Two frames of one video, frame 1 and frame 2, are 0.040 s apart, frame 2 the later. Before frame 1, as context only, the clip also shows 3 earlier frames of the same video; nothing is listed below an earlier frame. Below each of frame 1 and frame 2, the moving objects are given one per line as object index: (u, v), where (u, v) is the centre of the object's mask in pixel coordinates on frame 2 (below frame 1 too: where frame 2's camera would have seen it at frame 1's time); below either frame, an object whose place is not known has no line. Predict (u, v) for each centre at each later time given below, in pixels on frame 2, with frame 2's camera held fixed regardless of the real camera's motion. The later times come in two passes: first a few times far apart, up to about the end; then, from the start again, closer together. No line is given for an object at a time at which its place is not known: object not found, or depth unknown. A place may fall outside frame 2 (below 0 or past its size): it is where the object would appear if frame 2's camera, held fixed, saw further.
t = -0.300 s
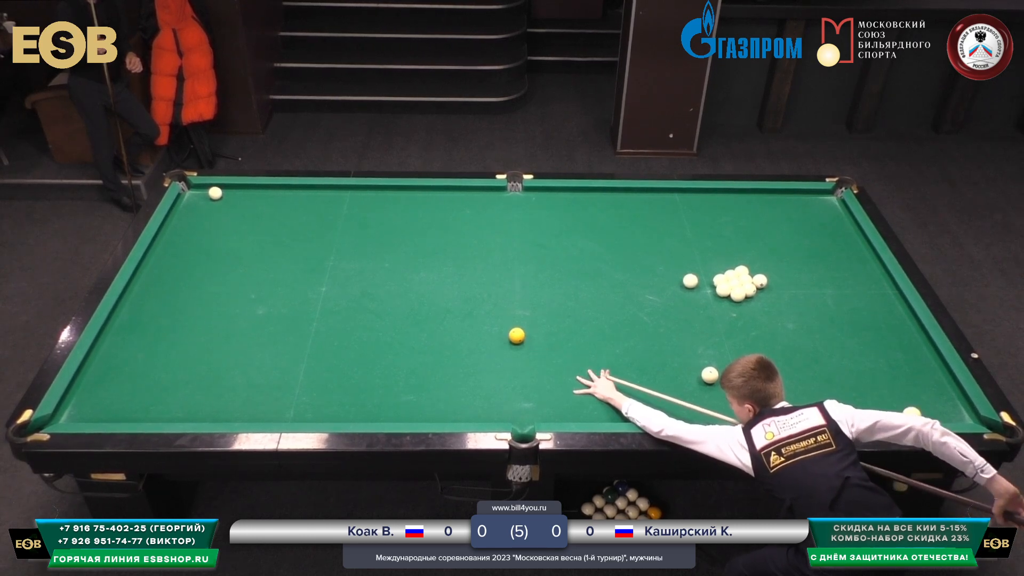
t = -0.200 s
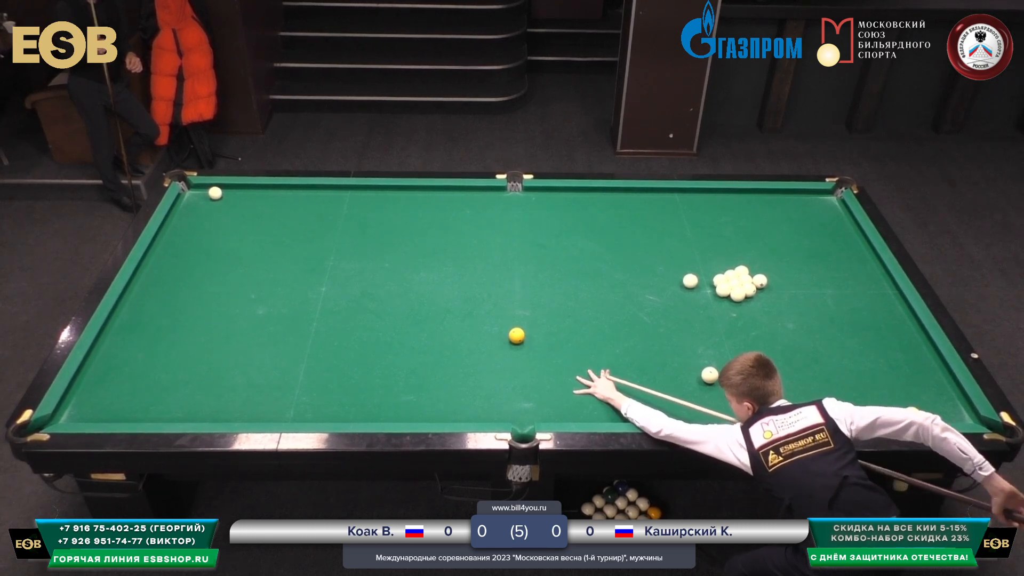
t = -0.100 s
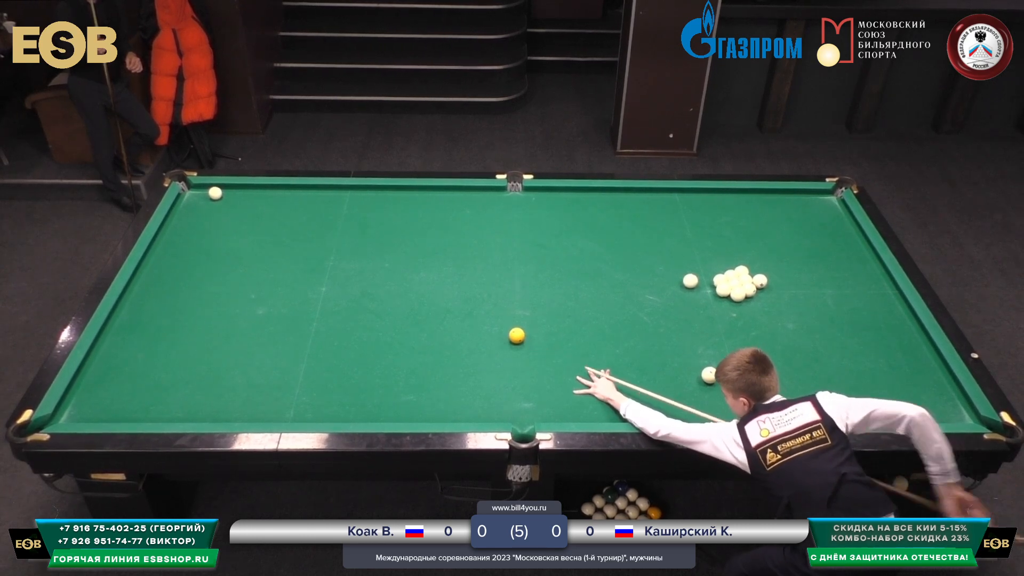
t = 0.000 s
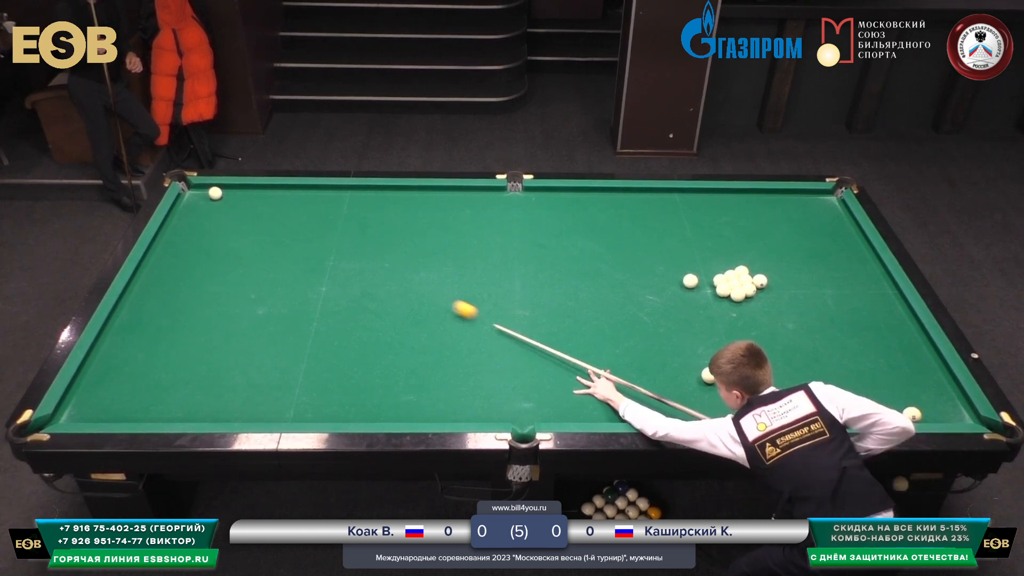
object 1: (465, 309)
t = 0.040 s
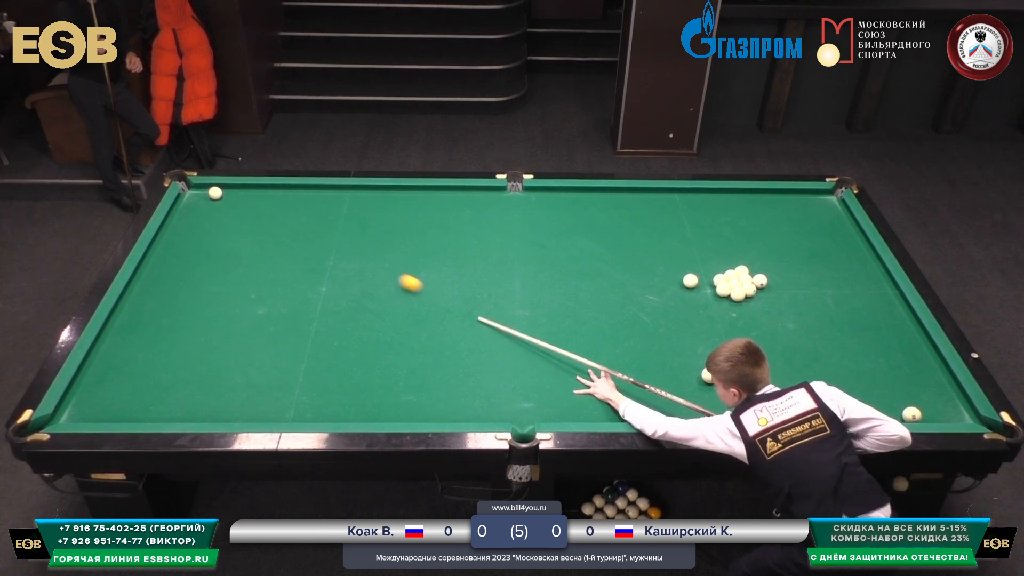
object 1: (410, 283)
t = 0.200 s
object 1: (232, 198)
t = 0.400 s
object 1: (255, 214)
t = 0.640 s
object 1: (285, 255)
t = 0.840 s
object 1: (306, 286)
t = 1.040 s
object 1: (330, 320)
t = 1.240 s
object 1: (355, 358)
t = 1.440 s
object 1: (384, 399)
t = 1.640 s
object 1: (409, 403)
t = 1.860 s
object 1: (429, 379)
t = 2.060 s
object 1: (446, 361)
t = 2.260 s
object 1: (461, 343)
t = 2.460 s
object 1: (476, 327)
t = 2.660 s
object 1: (490, 312)
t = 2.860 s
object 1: (502, 298)
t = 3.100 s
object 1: (516, 283)
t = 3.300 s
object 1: (527, 271)
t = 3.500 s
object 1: (537, 259)
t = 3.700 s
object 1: (546, 249)
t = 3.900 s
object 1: (555, 239)
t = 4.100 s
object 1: (563, 230)
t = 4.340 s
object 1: (572, 219)
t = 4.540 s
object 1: (579, 211)
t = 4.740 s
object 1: (586, 204)
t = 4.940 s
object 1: (592, 196)
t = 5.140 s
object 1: (598, 191)
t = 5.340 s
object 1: (603, 195)
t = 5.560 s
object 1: (608, 198)
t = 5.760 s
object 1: (612, 201)
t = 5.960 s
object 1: (616, 204)
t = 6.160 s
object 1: (619, 207)
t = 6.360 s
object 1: (623, 209)
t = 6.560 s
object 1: (625, 211)
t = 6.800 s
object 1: (628, 213)
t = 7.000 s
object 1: (629, 215)
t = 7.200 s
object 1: (630, 216)
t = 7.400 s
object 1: (632, 217)
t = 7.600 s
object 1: (632, 218)
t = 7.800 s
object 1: (633, 218)
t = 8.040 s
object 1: (632, 218)
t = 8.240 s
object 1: (632, 218)
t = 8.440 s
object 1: (632, 218)
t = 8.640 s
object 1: (632, 218)
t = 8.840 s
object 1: (632, 218)
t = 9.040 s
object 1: (632, 218)
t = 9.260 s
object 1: (632, 218)
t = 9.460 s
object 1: (632, 217)
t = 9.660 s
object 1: (632, 218)
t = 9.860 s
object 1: (632, 218)
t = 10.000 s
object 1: (632, 218)
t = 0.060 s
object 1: (385, 271)
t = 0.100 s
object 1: (337, 248)
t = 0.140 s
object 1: (293, 227)
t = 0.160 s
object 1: (272, 217)
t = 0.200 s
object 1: (232, 198)
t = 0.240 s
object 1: (232, 187)
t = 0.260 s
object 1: (236, 187)
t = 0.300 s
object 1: (242, 196)
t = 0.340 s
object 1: (247, 203)
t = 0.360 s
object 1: (250, 207)
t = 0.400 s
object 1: (255, 214)
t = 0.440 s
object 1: (261, 221)
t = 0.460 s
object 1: (263, 225)
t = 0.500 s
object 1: (268, 232)
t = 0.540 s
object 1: (273, 239)
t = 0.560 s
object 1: (276, 242)
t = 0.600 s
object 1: (280, 249)
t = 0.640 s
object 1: (285, 255)
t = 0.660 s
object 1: (287, 258)
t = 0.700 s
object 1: (291, 264)
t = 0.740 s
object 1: (295, 270)
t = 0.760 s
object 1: (297, 274)
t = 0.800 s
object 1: (301, 280)
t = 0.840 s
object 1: (306, 286)
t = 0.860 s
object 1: (308, 290)
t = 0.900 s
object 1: (313, 296)
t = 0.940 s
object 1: (317, 303)
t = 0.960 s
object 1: (320, 306)
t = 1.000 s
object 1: (325, 313)
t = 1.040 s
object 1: (330, 320)
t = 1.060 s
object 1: (332, 324)
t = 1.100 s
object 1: (337, 331)
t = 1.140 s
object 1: (342, 339)
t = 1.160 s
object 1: (345, 343)
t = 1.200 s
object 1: (350, 350)
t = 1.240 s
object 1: (355, 358)
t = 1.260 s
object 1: (358, 362)
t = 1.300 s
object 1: (364, 370)
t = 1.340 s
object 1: (369, 378)
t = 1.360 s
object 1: (372, 382)
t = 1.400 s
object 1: (378, 391)
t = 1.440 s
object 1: (384, 399)
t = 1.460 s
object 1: (387, 403)
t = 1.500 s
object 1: (393, 412)
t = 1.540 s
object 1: (399, 416)
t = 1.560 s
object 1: (401, 414)
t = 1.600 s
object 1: (405, 408)
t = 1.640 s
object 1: (409, 403)
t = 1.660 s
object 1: (411, 400)
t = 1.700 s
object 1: (414, 396)
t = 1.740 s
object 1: (418, 391)
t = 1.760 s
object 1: (420, 390)
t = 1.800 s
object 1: (423, 385)
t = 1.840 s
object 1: (427, 381)
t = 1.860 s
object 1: (429, 379)
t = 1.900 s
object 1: (432, 376)
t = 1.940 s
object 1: (436, 372)
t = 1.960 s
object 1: (437, 370)
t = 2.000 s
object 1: (441, 366)
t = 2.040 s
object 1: (444, 362)
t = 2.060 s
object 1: (446, 361)
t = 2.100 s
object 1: (449, 357)
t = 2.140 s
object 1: (452, 354)
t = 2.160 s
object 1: (454, 352)
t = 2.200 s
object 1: (457, 348)
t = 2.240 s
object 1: (460, 345)
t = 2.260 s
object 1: (461, 343)
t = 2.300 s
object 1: (464, 340)
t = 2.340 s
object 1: (467, 337)
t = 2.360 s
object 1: (469, 335)
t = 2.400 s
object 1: (472, 332)
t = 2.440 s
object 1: (475, 329)
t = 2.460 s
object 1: (476, 327)
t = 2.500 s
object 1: (479, 324)
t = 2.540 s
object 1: (482, 321)
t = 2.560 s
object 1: (483, 319)
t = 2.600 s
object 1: (486, 316)
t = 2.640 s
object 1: (488, 313)
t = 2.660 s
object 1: (490, 312)
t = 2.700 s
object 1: (492, 309)
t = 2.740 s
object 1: (495, 307)
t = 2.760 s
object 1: (496, 305)
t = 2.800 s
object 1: (498, 303)
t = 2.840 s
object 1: (501, 300)
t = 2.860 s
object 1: (502, 298)
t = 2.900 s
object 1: (504, 296)
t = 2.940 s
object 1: (507, 293)
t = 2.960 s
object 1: (508, 292)
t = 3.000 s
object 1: (510, 289)
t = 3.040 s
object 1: (512, 286)
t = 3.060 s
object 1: (514, 285)
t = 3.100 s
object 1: (516, 283)
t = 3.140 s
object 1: (518, 280)
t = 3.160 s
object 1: (519, 279)
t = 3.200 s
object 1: (522, 276)
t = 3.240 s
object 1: (524, 274)
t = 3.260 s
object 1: (525, 273)
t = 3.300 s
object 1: (527, 271)
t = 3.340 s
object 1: (529, 268)
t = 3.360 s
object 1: (530, 267)
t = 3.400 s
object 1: (532, 265)
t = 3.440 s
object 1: (534, 263)
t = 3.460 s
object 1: (535, 261)
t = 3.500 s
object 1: (537, 259)
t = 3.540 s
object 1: (539, 257)
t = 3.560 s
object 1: (539, 256)
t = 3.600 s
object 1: (541, 254)
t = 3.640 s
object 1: (543, 252)
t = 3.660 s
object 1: (544, 251)
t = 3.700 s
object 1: (546, 249)
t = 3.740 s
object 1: (548, 247)
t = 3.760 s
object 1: (549, 246)
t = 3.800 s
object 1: (550, 244)
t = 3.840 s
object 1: (552, 241)
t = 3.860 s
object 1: (553, 241)
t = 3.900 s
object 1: (555, 239)
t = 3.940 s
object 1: (557, 237)
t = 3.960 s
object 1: (558, 236)
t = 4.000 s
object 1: (559, 234)
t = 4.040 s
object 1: (561, 232)
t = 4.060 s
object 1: (561, 231)
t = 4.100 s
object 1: (563, 230)
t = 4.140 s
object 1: (565, 228)
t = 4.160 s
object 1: (565, 227)
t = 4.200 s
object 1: (567, 225)
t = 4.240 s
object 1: (568, 224)
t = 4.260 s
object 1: (569, 223)
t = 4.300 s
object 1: (571, 221)
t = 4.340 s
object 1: (572, 219)
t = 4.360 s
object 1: (573, 218)
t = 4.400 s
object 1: (574, 217)
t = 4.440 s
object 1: (576, 215)
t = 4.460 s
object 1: (577, 214)
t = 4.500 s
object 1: (578, 213)
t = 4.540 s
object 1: (579, 211)
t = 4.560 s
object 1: (580, 210)
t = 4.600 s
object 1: (581, 209)
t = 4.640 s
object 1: (583, 208)
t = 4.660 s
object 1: (583, 207)
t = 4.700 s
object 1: (585, 205)
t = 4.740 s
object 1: (586, 204)
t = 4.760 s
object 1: (586, 203)
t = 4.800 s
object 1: (588, 202)
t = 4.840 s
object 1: (589, 200)
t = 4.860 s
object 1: (590, 199)
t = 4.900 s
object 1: (591, 198)
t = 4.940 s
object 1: (592, 196)
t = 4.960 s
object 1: (593, 196)
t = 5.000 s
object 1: (594, 195)
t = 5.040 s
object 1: (595, 193)
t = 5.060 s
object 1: (596, 192)
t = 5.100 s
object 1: (597, 191)
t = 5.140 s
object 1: (598, 191)
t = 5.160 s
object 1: (599, 192)
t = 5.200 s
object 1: (599, 192)
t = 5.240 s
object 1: (600, 193)
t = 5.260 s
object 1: (601, 193)
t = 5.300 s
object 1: (602, 194)
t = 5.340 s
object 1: (603, 195)
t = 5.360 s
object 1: (603, 195)
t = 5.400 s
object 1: (604, 196)
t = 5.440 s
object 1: (605, 196)
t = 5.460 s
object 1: (606, 196)
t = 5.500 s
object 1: (607, 197)
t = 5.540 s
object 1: (608, 198)
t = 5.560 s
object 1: (608, 198)
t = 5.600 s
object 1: (609, 199)
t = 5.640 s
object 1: (610, 199)
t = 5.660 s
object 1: (610, 200)
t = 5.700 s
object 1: (611, 200)
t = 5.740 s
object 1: (612, 201)
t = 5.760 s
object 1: (612, 201)
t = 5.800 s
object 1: (613, 202)
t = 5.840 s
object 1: (614, 202)
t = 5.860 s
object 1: (615, 203)
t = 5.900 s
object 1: (615, 203)
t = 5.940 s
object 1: (616, 204)
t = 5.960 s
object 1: (616, 204)
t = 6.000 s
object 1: (617, 205)
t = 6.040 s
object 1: (617, 205)
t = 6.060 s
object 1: (618, 205)
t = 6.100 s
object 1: (618, 206)
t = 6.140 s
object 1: (619, 206)
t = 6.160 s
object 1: (619, 207)
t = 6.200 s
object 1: (620, 207)
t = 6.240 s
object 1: (621, 207)
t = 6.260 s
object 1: (621, 208)
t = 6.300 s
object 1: (622, 208)
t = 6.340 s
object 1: (623, 209)
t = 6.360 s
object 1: (623, 209)
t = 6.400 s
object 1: (623, 209)
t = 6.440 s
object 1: (624, 210)
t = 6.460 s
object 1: (624, 210)
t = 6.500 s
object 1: (625, 211)
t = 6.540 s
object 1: (625, 211)
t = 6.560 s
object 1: (625, 211)
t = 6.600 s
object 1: (626, 211)
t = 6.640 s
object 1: (626, 212)
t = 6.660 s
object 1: (626, 212)
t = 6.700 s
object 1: (626, 212)
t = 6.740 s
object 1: (627, 213)
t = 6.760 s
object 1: (627, 213)
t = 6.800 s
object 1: (628, 213)
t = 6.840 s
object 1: (628, 213)
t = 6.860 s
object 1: (628, 214)
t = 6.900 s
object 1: (629, 214)
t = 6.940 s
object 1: (629, 214)
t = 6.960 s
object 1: (629, 214)
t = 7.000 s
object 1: (629, 215)
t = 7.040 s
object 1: (629, 215)
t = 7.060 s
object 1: (630, 215)
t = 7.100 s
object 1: (630, 216)
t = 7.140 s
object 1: (630, 216)
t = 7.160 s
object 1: (630, 216)
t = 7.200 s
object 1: (630, 216)
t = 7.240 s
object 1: (631, 216)
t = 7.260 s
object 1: (631, 216)
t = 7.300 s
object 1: (631, 216)
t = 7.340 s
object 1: (631, 217)
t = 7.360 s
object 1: (632, 217)
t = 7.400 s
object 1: (632, 217)
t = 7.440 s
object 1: (632, 217)
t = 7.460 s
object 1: (632, 217)
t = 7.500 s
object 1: (632, 217)
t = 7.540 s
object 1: (632, 218)
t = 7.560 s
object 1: (632, 218)
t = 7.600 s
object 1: (632, 218)
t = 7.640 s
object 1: (632, 218)
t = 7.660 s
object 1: (632, 218)
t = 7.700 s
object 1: (632, 218)
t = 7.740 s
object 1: (632, 218)
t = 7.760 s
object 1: (633, 218)
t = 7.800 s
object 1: (633, 218)
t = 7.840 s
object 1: (633, 218)
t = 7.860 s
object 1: (633, 218)
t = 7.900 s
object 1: (633, 218)
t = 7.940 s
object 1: (632, 218)
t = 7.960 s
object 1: (632, 218)
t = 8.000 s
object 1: (632, 218)
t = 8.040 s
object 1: (632, 218)
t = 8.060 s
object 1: (632, 218)
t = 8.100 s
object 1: (632, 218)
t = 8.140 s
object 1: (632, 218)
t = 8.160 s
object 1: (632, 218)
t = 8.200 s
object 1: (632, 218)
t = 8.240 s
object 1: (632, 218)
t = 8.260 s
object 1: (632, 218)
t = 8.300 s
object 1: (632, 217)
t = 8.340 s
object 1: (632, 218)
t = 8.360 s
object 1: (632, 218)
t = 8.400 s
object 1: (632, 218)
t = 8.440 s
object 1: (632, 218)
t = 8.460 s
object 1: (632, 218)
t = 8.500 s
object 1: (632, 218)
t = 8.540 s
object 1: (632, 218)
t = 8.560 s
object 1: (632, 218)
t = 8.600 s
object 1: (632, 218)
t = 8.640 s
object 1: (632, 218)
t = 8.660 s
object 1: (632, 218)
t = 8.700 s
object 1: (632, 218)
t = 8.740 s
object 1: (632, 218)
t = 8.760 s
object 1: (632, 218)
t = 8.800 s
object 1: (632, 218)
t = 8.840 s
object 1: (632, 218)
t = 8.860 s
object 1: (632, 218)
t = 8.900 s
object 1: (632, 218)
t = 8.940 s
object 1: (632, 217)
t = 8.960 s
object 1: (632, 218)
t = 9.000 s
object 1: (632, 218)
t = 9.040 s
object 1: (632, 218)
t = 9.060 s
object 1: (632, 218)
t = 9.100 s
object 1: (632, 218)
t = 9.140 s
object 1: (632, 218)
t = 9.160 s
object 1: (632, 218)
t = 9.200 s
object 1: (632, 218)
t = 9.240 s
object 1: (632, 218)
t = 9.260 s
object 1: (632, 218)
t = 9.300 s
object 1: (632, 218)
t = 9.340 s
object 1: (632, 218)
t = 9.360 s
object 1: (632, 218)
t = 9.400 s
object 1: (632, 218)
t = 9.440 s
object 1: (632, 218)
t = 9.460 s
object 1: (632, 217)
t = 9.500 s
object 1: (632, 218)
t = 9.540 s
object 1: (632, 218)
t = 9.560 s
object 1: (632, 218)
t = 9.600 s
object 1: (632, 218)
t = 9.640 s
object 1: (632, 218)
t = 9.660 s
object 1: (632, 218)
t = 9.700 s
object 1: (632, 218)
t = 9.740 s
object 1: (632, 218)
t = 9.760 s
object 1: (632, 218)
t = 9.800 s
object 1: (632, 218)
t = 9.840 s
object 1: (632, 218)
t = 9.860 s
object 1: (632, 218)
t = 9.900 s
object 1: (632, 218)
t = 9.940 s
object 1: (632, 218)
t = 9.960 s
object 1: (632, 218)
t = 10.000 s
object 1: (632, 218)
